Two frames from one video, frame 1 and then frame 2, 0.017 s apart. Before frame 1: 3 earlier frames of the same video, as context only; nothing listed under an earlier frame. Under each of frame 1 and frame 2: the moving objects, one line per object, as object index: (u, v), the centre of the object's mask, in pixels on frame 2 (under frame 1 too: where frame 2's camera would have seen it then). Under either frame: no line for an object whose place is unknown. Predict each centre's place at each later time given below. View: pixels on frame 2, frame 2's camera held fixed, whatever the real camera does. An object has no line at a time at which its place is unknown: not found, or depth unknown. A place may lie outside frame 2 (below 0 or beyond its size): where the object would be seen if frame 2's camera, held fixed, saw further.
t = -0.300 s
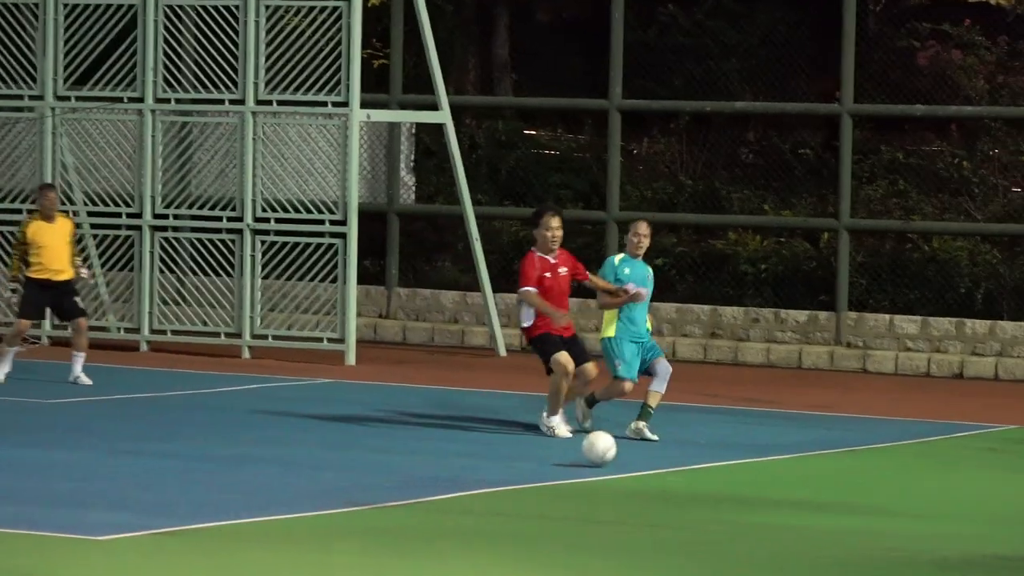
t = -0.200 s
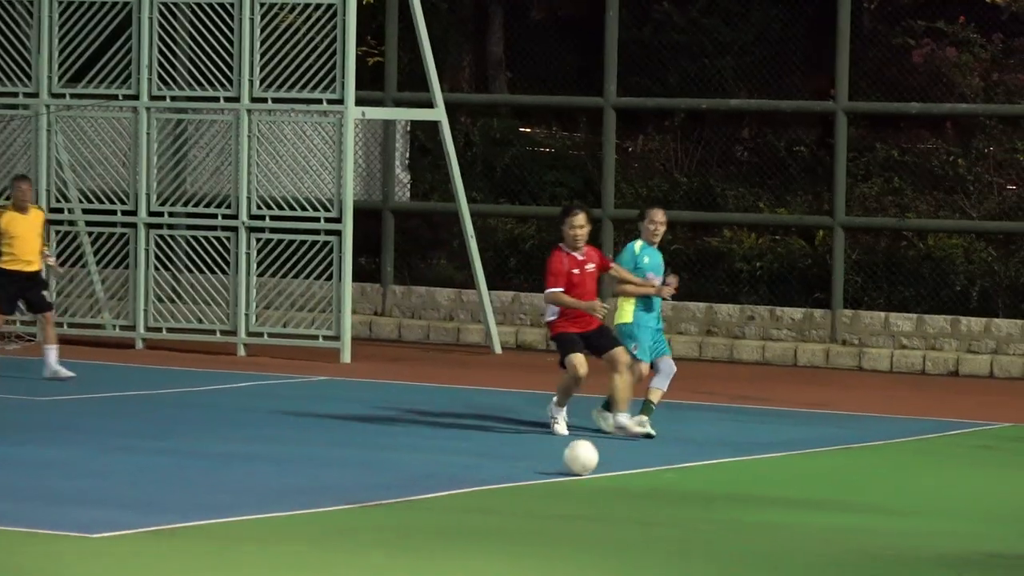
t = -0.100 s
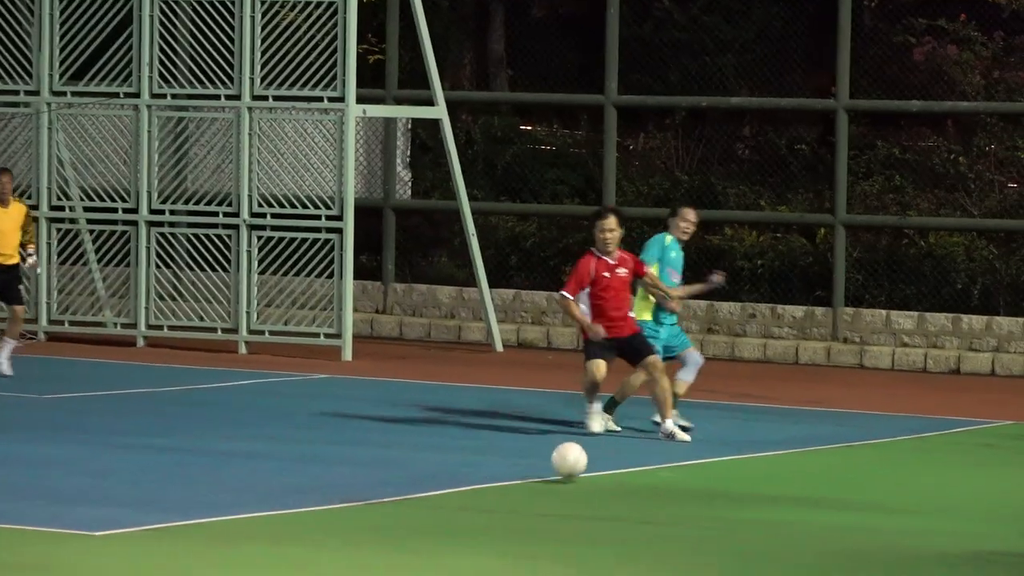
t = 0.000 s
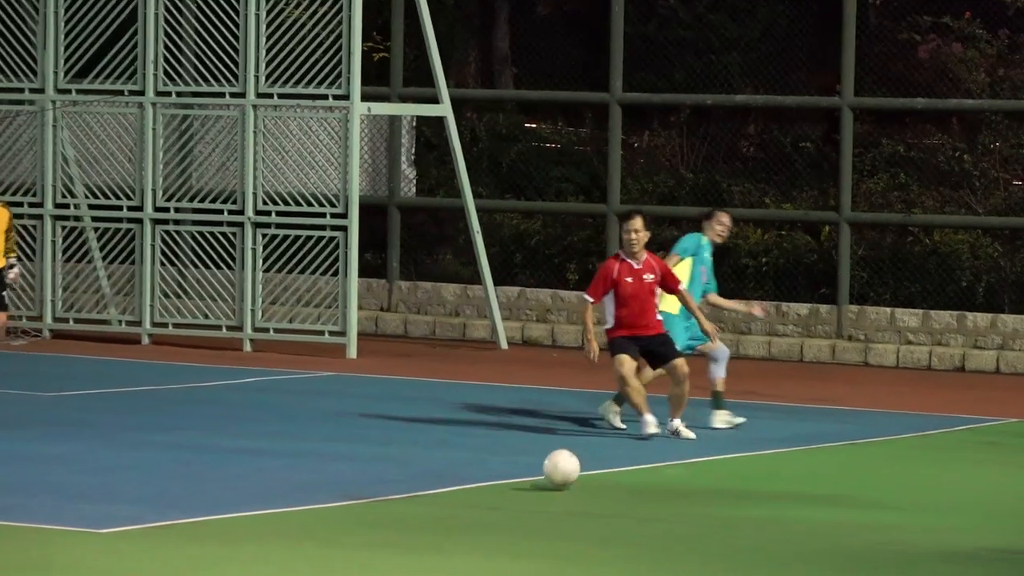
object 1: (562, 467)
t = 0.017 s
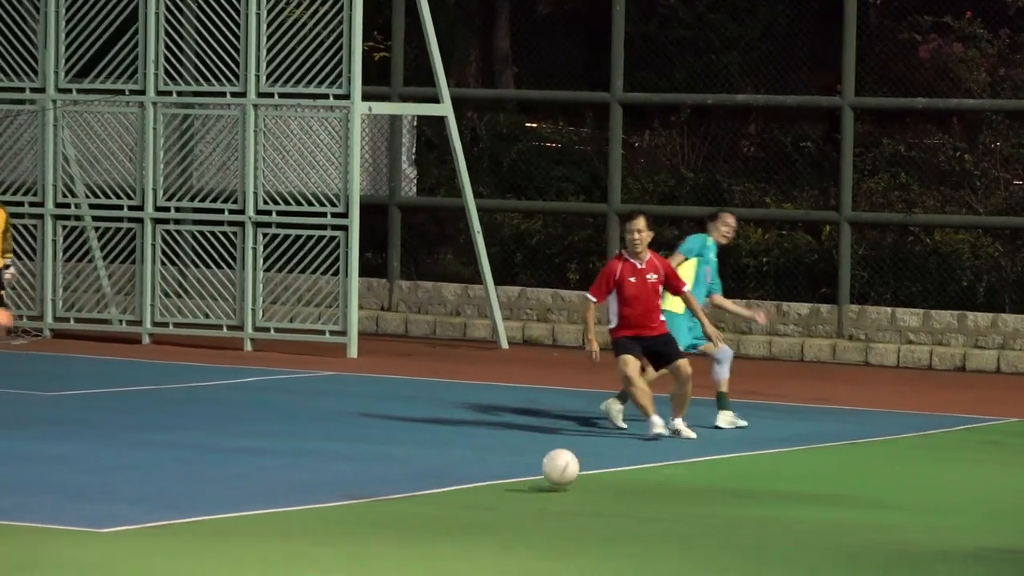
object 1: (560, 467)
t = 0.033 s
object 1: (558, 467)
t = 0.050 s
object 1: (556, 466)
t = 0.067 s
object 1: (554, 470)
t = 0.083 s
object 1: (552, 472)
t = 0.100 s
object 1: (549, 475)
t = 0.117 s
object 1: (548, 477)
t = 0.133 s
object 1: (545, 481)
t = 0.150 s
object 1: (543, 487)
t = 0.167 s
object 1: (540, 491)
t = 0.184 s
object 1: (536, 488)
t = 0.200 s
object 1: (534, 487)
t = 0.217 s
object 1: (532, 487)
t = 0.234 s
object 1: (529, 487)
